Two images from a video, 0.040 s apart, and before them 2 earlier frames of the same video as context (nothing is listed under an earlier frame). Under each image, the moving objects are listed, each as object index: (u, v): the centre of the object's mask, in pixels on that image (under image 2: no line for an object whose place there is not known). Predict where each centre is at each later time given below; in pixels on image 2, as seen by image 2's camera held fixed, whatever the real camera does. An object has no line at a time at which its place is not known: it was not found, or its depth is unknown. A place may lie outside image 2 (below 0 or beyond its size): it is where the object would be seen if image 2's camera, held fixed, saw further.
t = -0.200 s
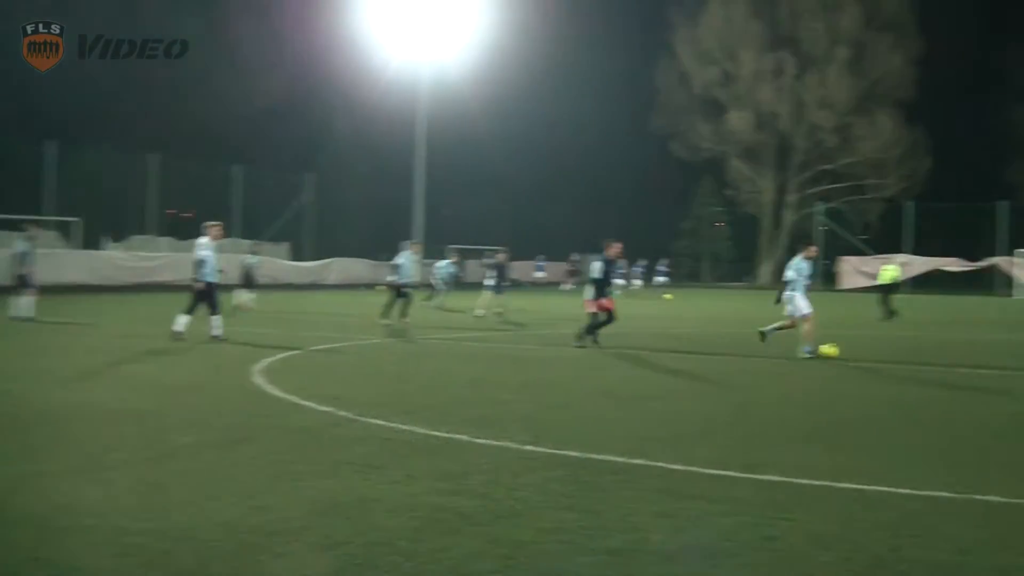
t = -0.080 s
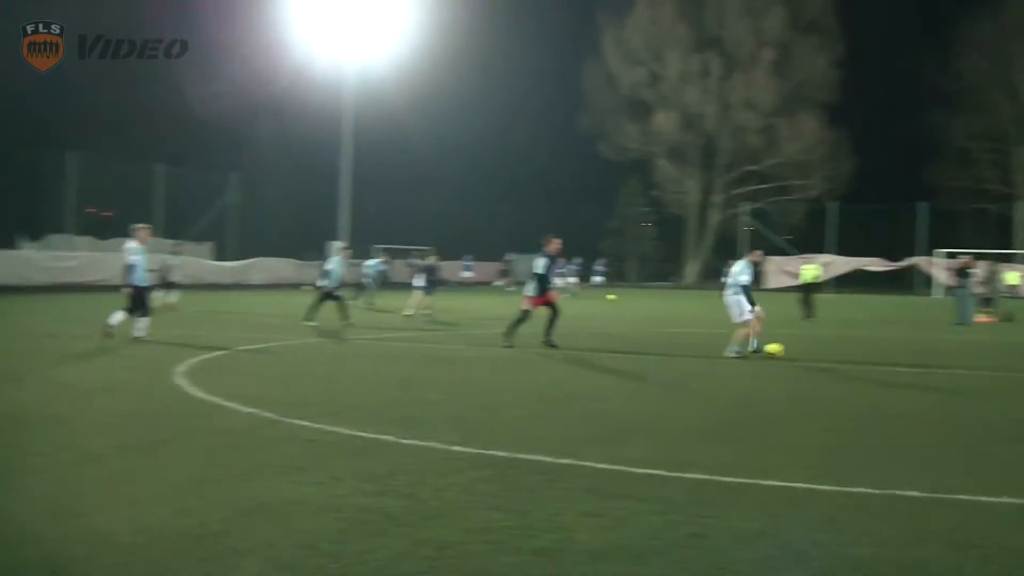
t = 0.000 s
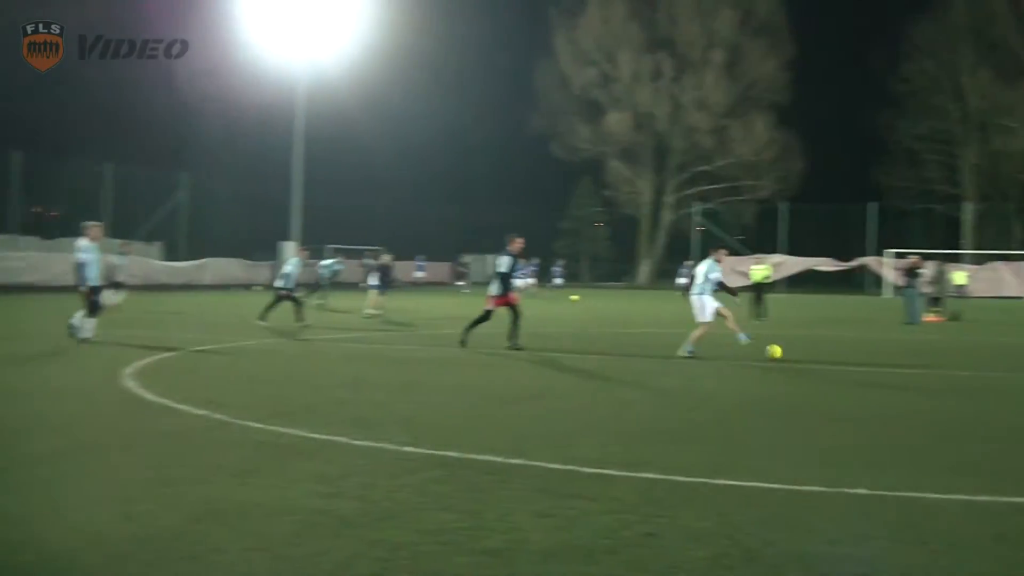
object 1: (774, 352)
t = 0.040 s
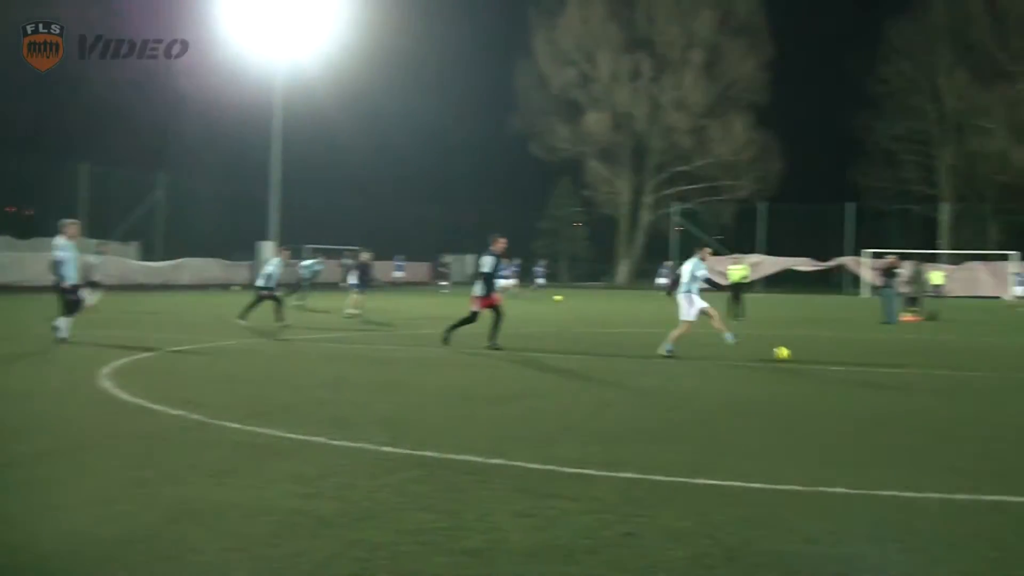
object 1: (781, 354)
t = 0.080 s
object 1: (812, 356)
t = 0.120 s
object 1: (841, 356)
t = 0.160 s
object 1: (871, 359)
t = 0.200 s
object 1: (900, 360)
